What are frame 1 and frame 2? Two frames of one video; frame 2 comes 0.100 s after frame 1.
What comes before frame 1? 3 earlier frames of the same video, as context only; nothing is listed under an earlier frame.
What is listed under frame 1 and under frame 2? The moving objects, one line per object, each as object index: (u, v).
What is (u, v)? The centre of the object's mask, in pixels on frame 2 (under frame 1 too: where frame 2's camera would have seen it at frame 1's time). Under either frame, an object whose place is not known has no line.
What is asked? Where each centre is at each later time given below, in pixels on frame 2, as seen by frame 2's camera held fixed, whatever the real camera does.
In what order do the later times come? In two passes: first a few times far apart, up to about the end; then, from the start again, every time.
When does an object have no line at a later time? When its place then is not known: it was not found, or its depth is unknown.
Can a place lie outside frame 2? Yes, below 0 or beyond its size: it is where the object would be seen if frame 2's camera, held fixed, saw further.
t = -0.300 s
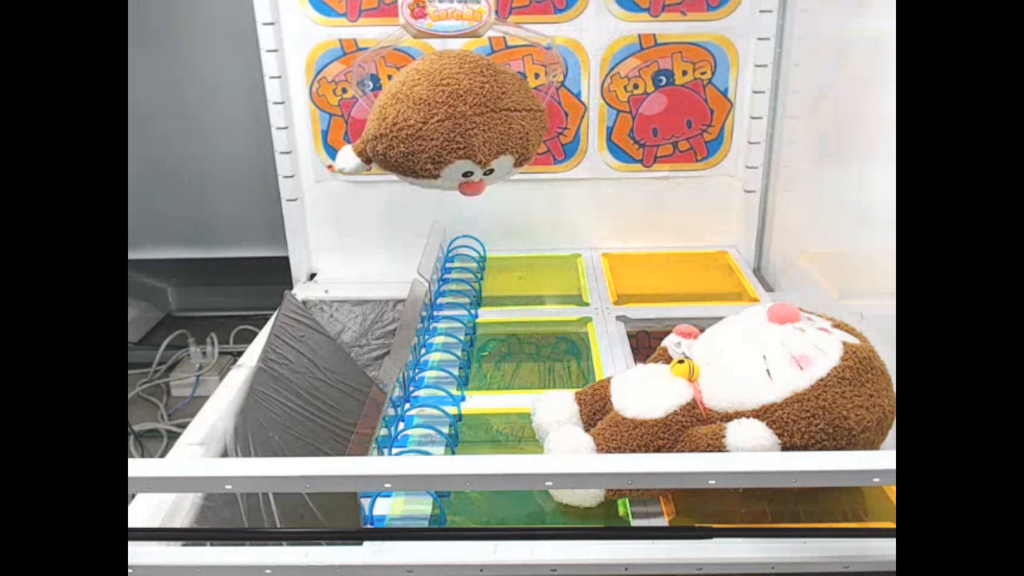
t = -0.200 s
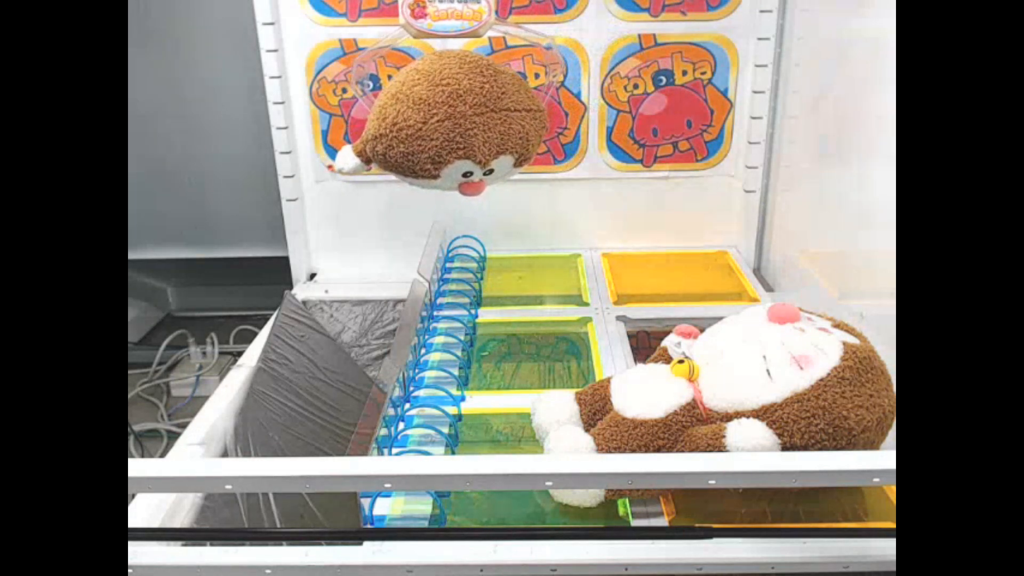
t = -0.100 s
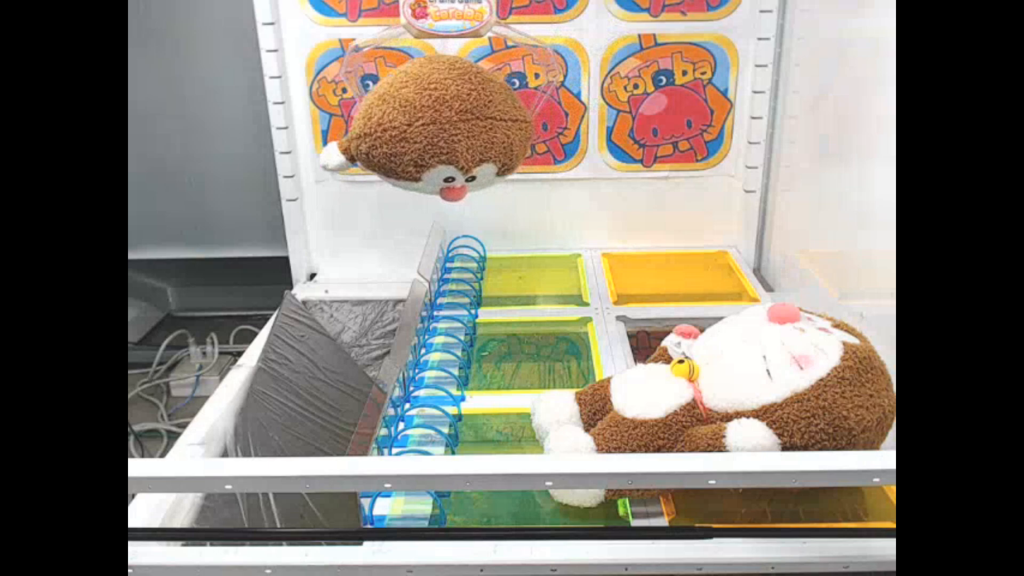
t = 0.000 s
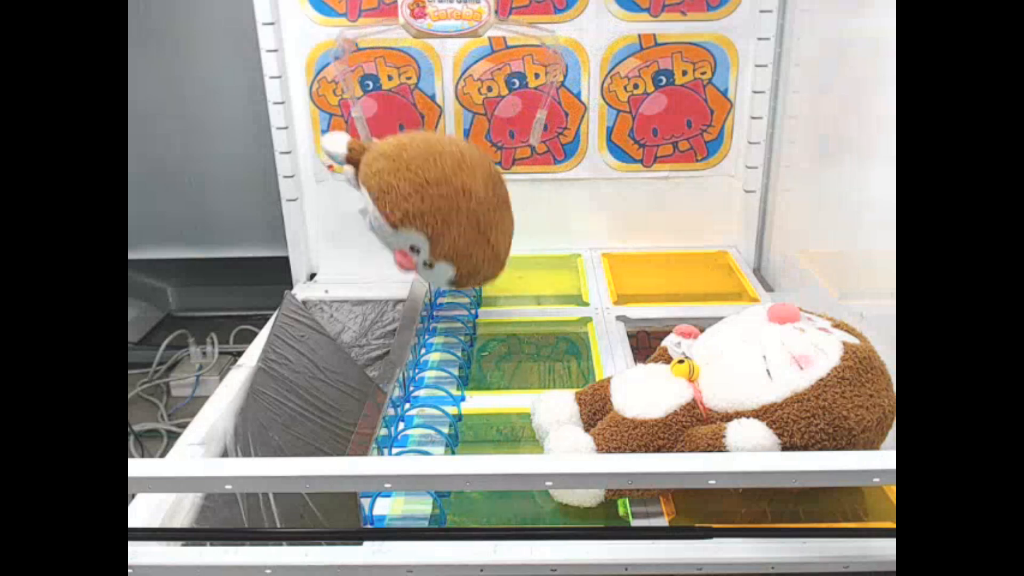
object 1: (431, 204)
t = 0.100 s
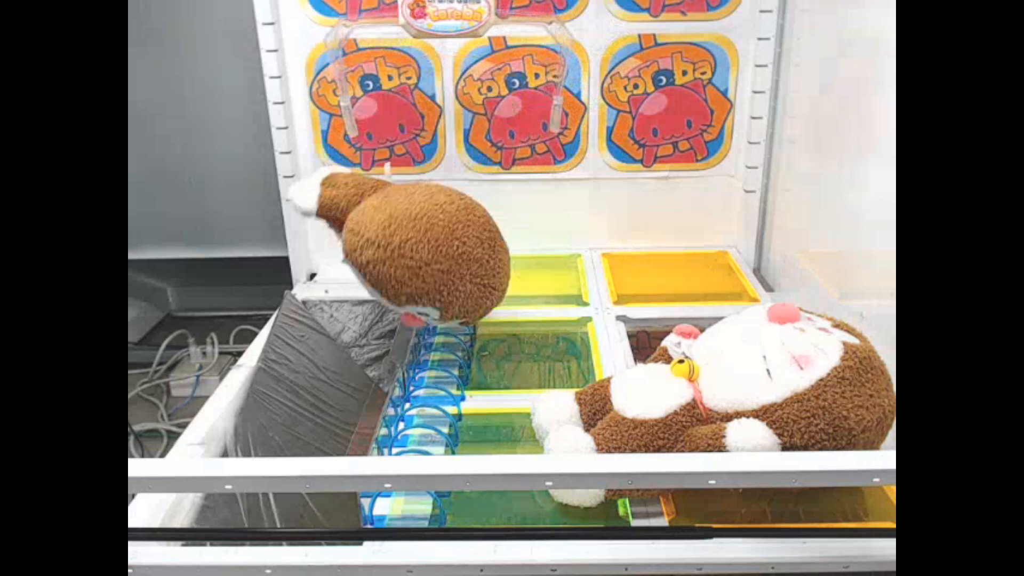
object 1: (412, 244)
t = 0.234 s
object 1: (339, 311)
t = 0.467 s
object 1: (308, 399)
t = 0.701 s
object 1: (344, 428)
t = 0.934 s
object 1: (344, 431)
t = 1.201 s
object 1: (344, 431)
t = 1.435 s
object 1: (344, 431)
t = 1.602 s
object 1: (344, 431)
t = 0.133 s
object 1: (399, 272)
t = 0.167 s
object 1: (370, 285)
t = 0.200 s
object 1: (354, 295)
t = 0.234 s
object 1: (339, 311)
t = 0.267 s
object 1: (340, 319)
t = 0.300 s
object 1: (341, 320)
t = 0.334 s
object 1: (332, 326)
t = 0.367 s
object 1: (326, 343)
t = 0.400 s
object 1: (318, 361)
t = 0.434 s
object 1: (313, 374)
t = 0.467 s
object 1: (308, 399)
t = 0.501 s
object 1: (319, 397)
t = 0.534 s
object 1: (327, 423)
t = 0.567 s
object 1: (334, 430)
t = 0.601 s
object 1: (331, 442)
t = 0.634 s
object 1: (336, 448)
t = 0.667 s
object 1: (342, 427)
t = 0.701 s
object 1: (344, 428)
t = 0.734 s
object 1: (344, 430)
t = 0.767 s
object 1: (345, 431)
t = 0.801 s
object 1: (344, 431)
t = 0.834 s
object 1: (345, 431)
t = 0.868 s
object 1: (344, 431)
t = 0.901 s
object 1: (344, 431)
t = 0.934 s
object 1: (344, 431)
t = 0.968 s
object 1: (344, 431)
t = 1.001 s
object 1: (344, 431)
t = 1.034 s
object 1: (344, 431)
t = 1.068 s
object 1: (344, 431)
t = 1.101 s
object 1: (344, 431)
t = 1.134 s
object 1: (344, 431)
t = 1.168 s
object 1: (344, 431)
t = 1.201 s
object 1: (344, 431)
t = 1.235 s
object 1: (344, 431)
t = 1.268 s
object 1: (344, 431)
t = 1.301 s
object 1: (344, 431)
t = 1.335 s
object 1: (344, 431)
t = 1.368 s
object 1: (344, 431)
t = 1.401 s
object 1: (344, 431)
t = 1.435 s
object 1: (344, 431)
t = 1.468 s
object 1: (344, 431)
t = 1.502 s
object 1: (343, 431)
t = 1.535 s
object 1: (344, 431)
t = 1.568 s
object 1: (344, 431)
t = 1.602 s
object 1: (344, 431)
